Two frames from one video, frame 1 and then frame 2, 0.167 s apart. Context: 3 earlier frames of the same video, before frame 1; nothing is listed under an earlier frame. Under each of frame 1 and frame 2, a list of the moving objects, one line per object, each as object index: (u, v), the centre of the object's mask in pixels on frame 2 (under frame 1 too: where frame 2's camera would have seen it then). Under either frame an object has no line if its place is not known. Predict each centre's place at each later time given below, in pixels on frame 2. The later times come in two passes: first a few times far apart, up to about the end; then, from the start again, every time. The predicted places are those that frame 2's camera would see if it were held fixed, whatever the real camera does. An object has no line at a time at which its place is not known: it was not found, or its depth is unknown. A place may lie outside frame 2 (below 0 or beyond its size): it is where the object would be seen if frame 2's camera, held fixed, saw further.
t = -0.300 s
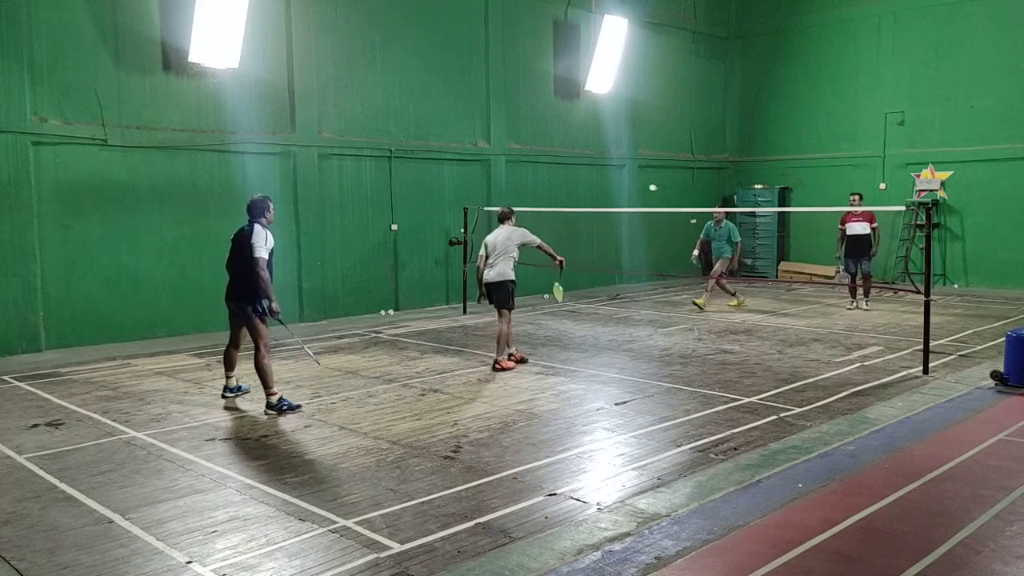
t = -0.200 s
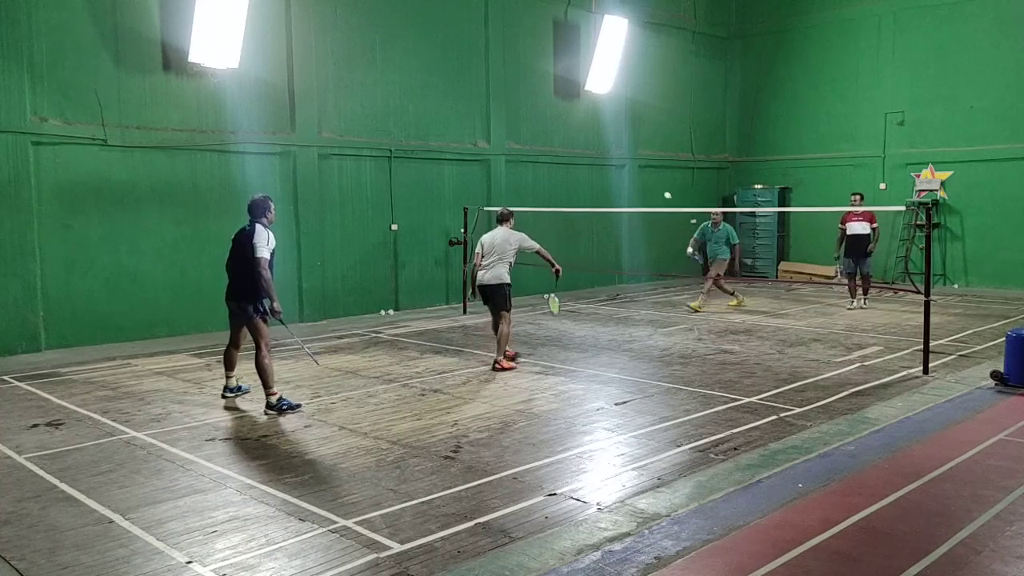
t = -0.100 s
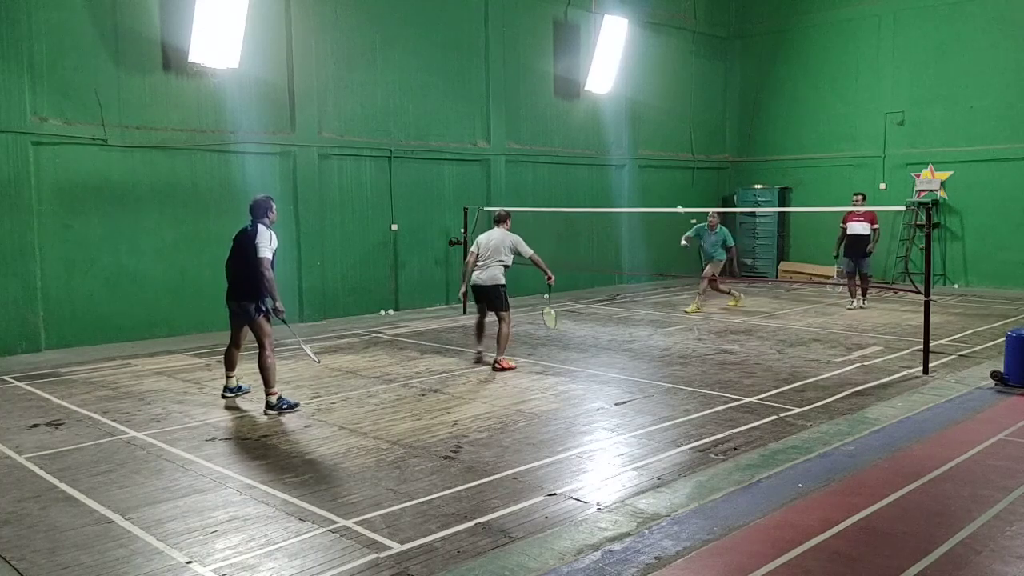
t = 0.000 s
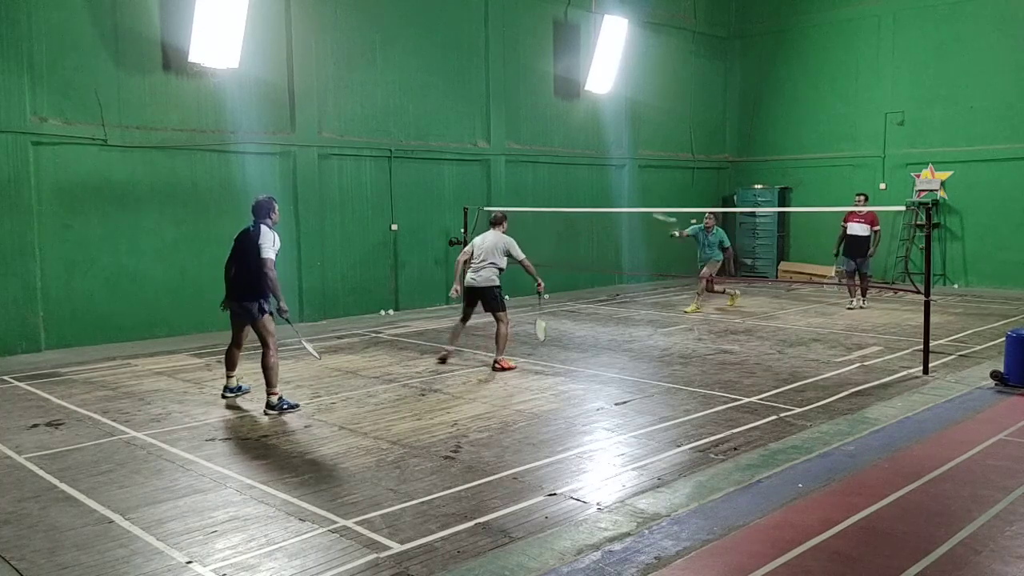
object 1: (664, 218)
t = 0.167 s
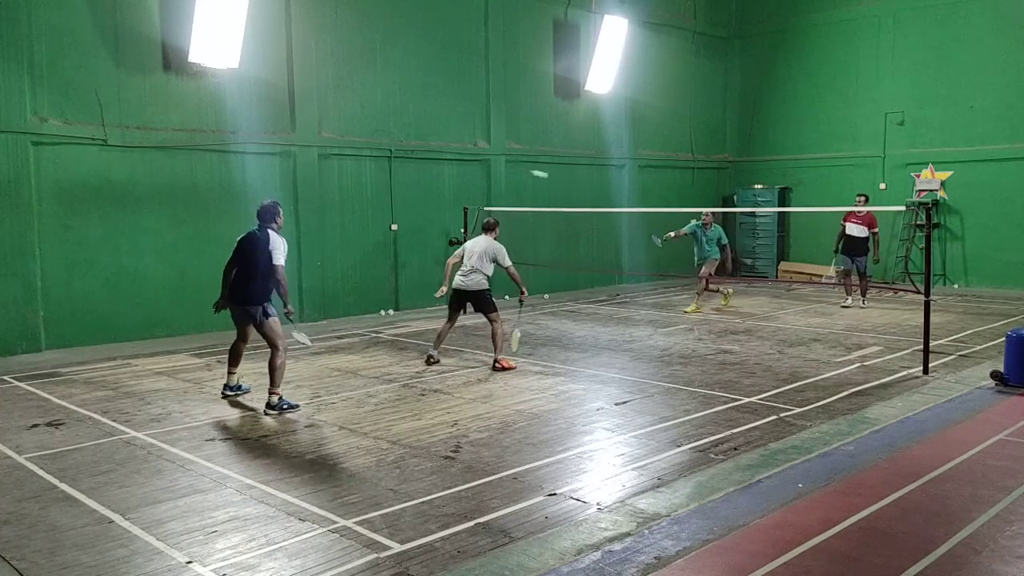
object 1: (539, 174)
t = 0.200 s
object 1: (518, 169)
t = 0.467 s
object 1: (374, 169)
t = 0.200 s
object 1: (518, 169)
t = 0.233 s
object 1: (498, 165)
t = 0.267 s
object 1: (478, 163)
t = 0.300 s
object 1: (459, 161)
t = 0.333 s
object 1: (441, 161)
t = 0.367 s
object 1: (424, 162)
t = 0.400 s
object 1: (406, 163)
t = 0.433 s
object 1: (390, 165)
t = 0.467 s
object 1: (374, 169)
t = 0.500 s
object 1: (359, 172)
